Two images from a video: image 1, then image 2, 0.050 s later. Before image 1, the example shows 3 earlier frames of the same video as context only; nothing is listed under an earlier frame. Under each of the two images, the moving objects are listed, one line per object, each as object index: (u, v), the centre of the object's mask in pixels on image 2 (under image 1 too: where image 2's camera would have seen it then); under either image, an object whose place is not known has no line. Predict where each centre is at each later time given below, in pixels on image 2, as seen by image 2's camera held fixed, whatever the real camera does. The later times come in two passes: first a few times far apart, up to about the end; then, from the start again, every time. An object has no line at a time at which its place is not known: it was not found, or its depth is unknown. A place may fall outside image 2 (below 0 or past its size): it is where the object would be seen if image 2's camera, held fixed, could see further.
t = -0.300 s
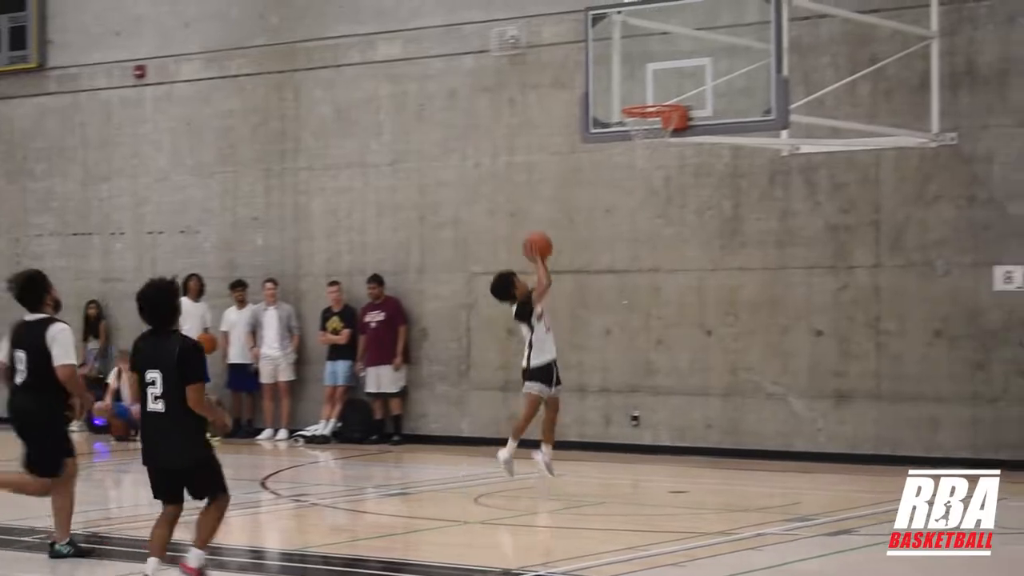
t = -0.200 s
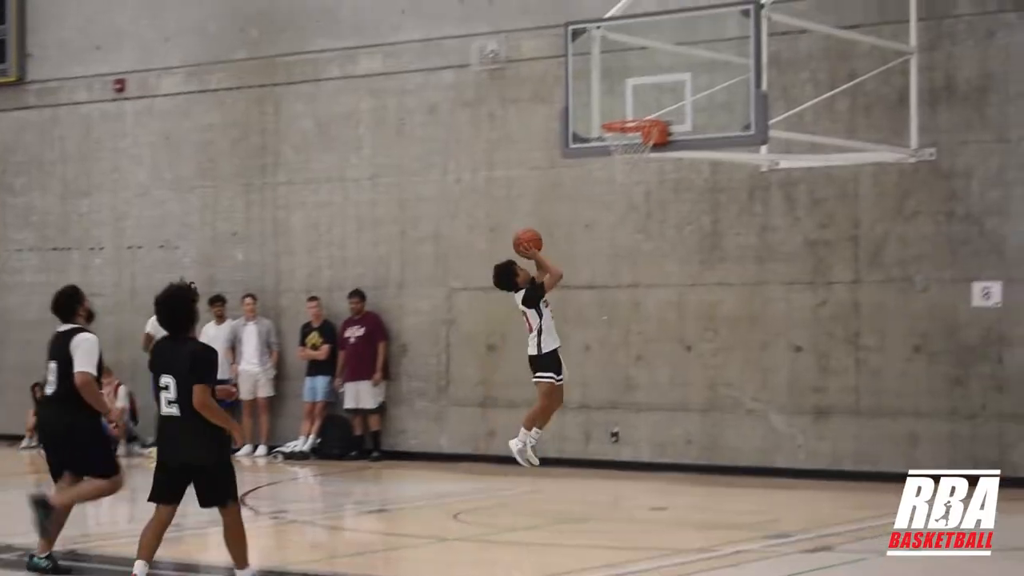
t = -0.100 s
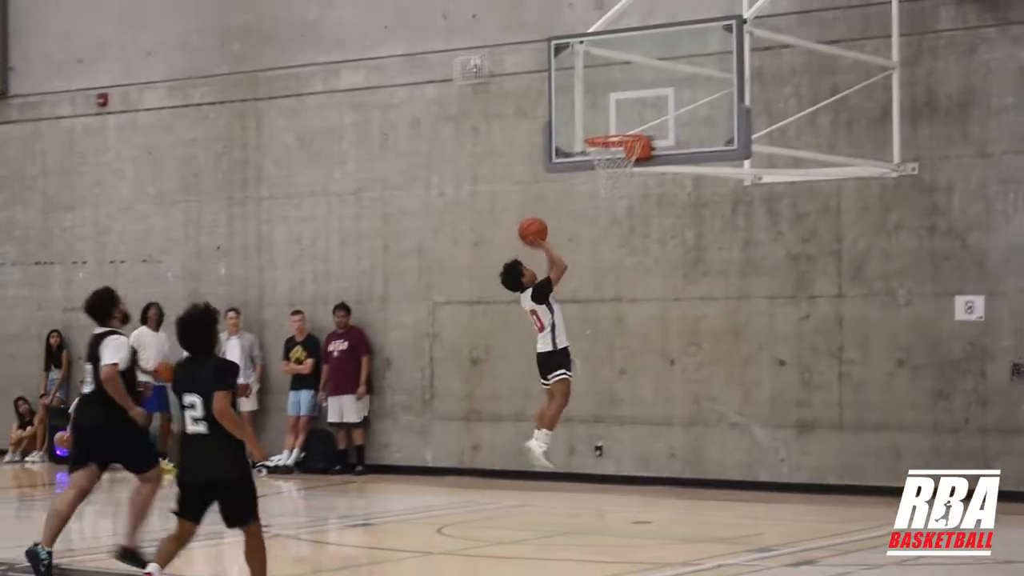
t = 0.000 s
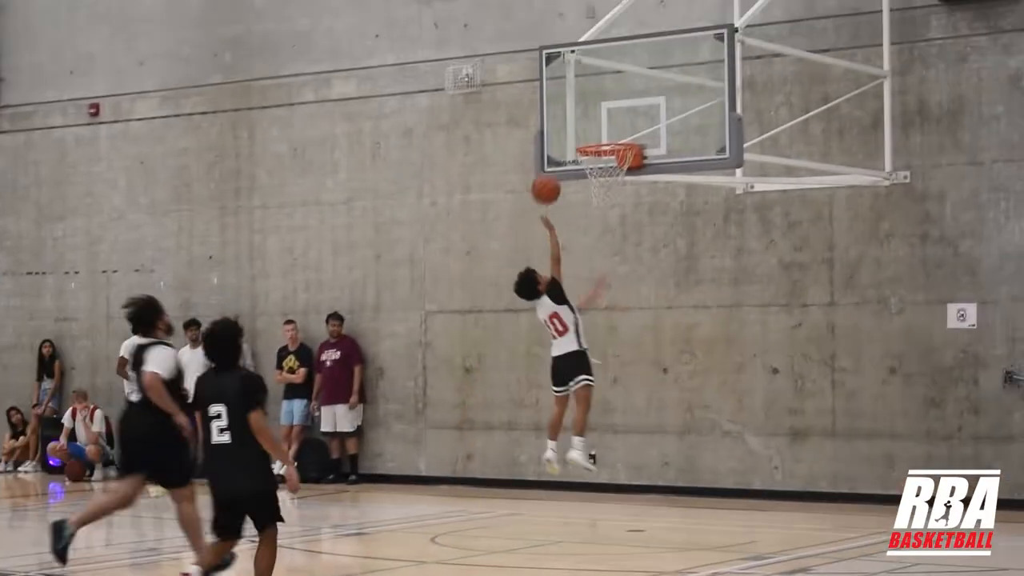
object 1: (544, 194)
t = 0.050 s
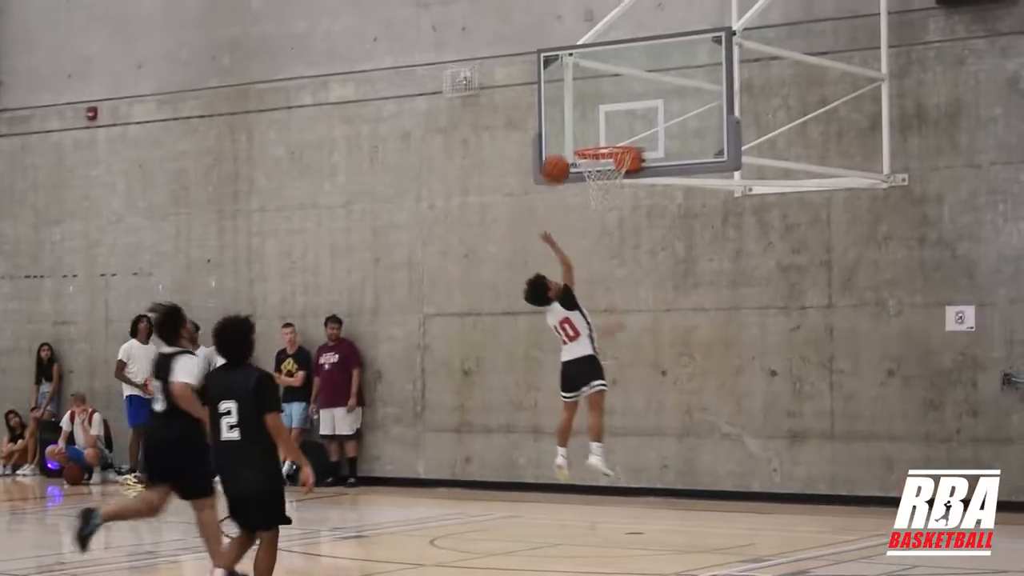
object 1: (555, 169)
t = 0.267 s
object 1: (589, 109)
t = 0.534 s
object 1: (596, 133)
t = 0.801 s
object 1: (604, 227)
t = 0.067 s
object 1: (559, 162)
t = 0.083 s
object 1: (562, 155)
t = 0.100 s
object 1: (565, 147)
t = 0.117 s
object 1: (570, 141)
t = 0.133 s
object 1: (575, 135)
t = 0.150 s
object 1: (578, 130)
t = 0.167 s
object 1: (582, 125)
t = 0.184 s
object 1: (586, 121)
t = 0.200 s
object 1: (588, 117)
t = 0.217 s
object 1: (588, 115)
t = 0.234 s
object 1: (588, 112)
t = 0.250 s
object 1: (589, 111)
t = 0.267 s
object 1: (589, 109)
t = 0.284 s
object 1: (590, 108)
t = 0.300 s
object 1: (590, 108)
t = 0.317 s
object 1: (591, 107)
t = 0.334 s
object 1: (591, 107)
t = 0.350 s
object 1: (591, 107)
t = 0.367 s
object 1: (592, 108)
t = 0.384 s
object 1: (592, 108)
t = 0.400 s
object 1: (592, 110)
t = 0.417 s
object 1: (593, 111)
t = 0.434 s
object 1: (594, 114)
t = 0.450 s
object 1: (594, 116)
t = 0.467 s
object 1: (594, 119)
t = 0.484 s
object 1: (595, 123)
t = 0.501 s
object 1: (595, 126)
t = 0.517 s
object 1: (596, 129)
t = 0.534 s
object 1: (596, 133)
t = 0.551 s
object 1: (596, 136)
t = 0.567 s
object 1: (597, 139)
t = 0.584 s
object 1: (597, 148)
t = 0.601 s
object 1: (598, 153)
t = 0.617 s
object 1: (599, 159)
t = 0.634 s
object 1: (599, 164)
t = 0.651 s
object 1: (599, 168)
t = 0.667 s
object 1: (599, 175)
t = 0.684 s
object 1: (600, 180)
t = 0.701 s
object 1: (600, 185)
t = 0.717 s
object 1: (601, 192)
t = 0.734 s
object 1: (603, 203)
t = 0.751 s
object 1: (603, 207)
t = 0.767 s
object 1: (603, 211)
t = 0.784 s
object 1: (604, 219)
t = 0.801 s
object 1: (604, 227)
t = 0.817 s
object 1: (606, 234)
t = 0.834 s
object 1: (606, 242)
